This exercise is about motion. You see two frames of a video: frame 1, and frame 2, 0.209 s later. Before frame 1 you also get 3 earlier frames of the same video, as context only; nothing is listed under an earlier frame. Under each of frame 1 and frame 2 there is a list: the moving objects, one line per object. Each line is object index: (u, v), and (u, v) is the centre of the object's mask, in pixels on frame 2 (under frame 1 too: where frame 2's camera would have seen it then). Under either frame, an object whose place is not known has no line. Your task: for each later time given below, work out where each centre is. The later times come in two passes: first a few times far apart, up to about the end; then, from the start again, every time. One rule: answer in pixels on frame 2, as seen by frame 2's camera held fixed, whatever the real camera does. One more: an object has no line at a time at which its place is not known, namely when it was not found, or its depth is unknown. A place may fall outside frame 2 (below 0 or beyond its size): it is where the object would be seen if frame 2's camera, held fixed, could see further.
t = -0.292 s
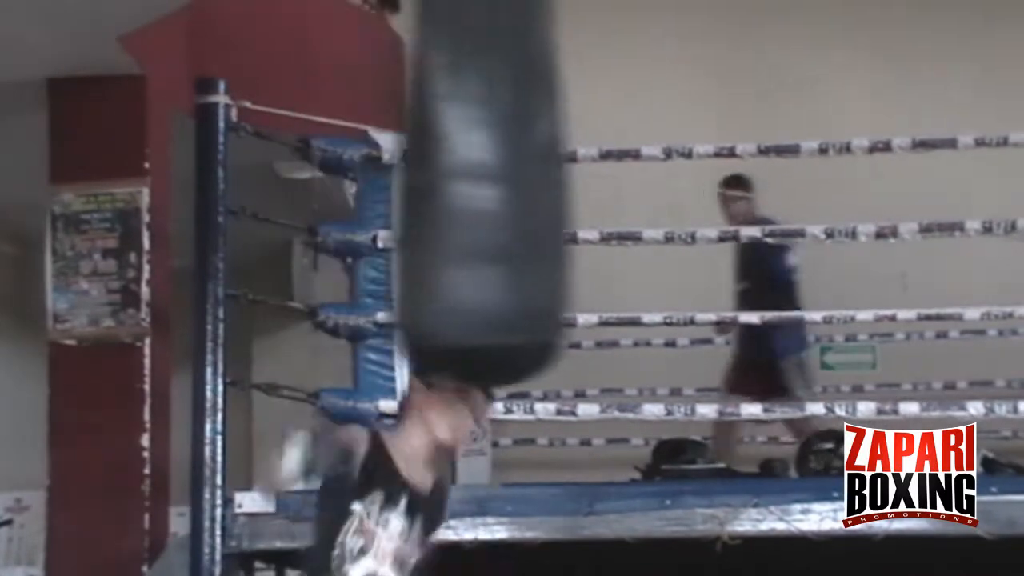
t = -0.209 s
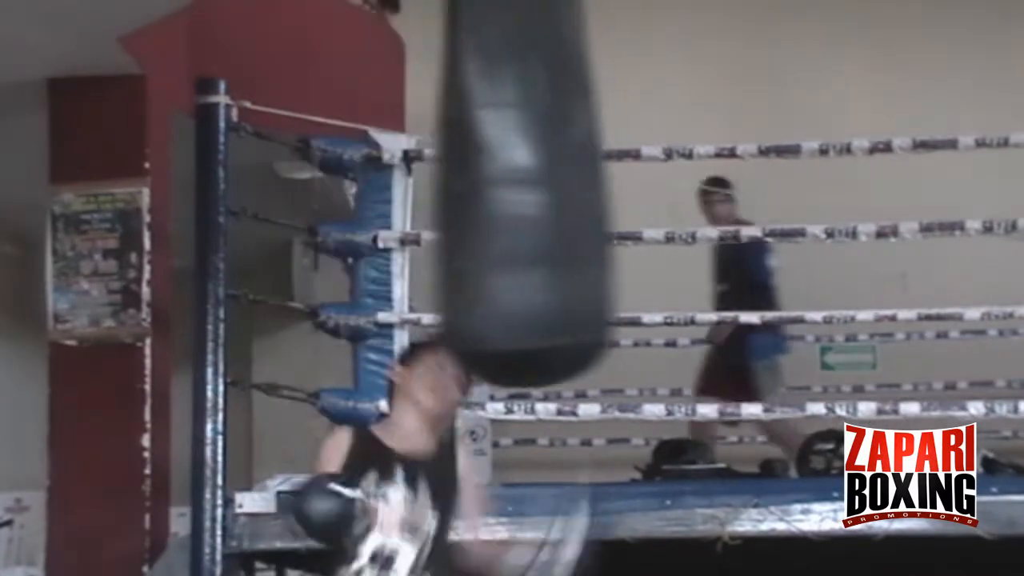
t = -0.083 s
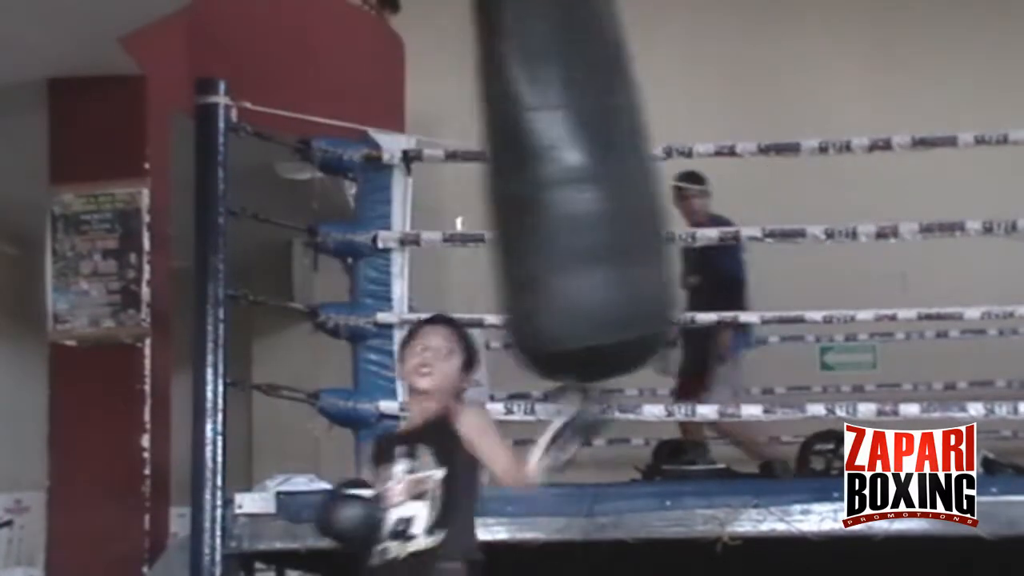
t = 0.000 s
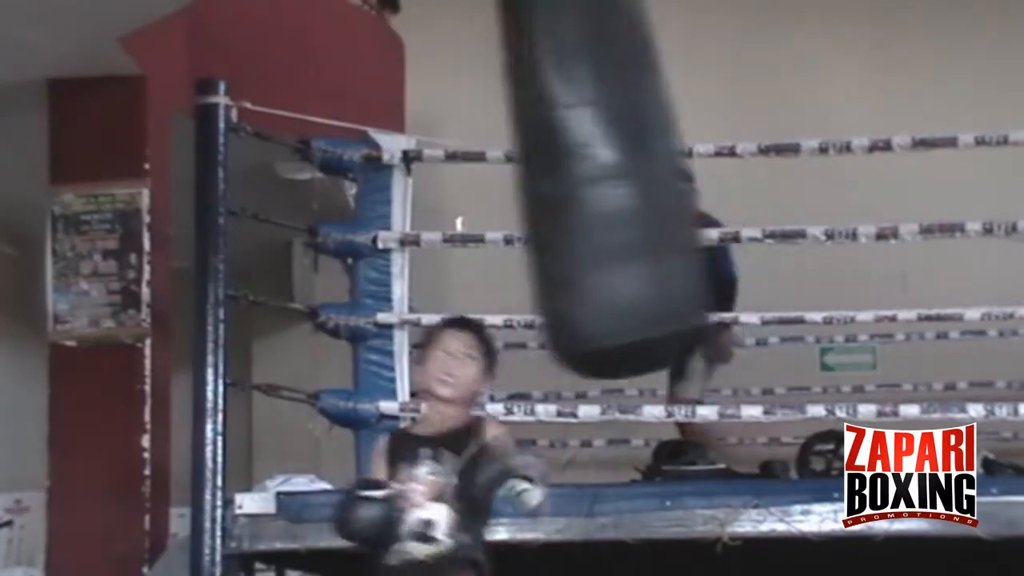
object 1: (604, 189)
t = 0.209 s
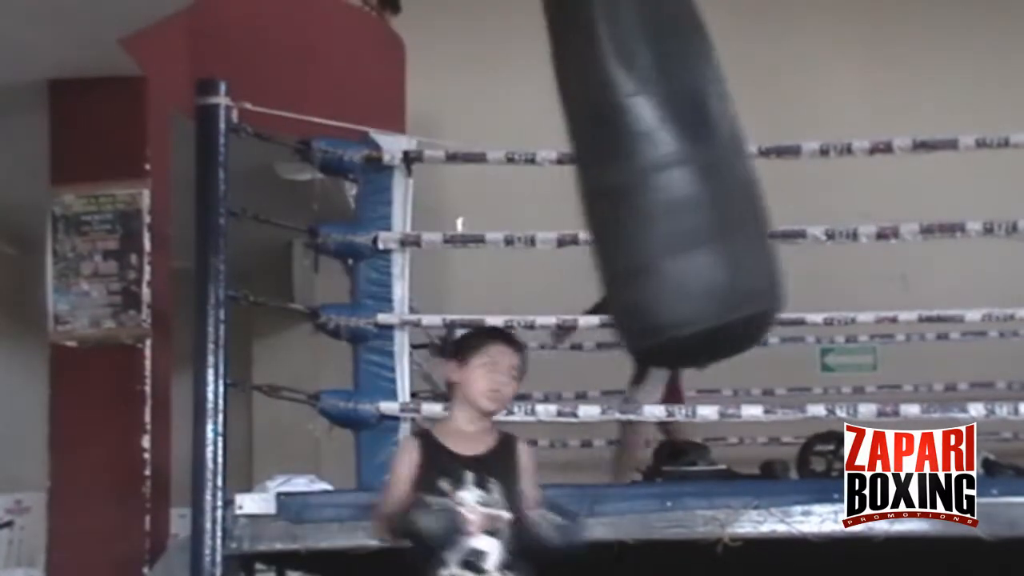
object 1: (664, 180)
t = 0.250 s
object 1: (672, 179)
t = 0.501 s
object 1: (686, 177)
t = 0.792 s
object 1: (621, 179)
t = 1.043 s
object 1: (514, 177)
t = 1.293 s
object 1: (409, 174)
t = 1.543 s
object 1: (349, 172)
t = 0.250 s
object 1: (672, 179)
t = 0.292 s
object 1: (678, 179)
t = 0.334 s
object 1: (683, 177)
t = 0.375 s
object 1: (686, 177)
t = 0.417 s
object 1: (688, 178)
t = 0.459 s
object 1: (688, 178)
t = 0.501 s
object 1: (686, 177)
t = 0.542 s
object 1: (682, 177)
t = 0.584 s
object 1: (676, 177)
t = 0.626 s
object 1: (668, 177)
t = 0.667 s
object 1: (658, 177)
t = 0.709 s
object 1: (648, 176)
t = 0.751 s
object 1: (636, 177)
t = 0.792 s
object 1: (621, 179)
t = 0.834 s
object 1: (606, 180)
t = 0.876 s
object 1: (588, 181)
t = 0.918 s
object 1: (570, 182)
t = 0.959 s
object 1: (552, 178)
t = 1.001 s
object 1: (535, 177)
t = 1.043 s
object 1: (514, 177)
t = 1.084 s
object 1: (496, 178)
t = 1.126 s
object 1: (478, 180)
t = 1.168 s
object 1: (460, 179)
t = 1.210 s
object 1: (444, 176)
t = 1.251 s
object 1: (426, 175)
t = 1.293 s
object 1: (409, 174)
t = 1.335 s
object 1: (396, 173)
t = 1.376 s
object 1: (384, 172)
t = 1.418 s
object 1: (373, 172)
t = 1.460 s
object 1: (359, 172)
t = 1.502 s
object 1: (353, 172)
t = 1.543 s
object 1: (349, 172)
